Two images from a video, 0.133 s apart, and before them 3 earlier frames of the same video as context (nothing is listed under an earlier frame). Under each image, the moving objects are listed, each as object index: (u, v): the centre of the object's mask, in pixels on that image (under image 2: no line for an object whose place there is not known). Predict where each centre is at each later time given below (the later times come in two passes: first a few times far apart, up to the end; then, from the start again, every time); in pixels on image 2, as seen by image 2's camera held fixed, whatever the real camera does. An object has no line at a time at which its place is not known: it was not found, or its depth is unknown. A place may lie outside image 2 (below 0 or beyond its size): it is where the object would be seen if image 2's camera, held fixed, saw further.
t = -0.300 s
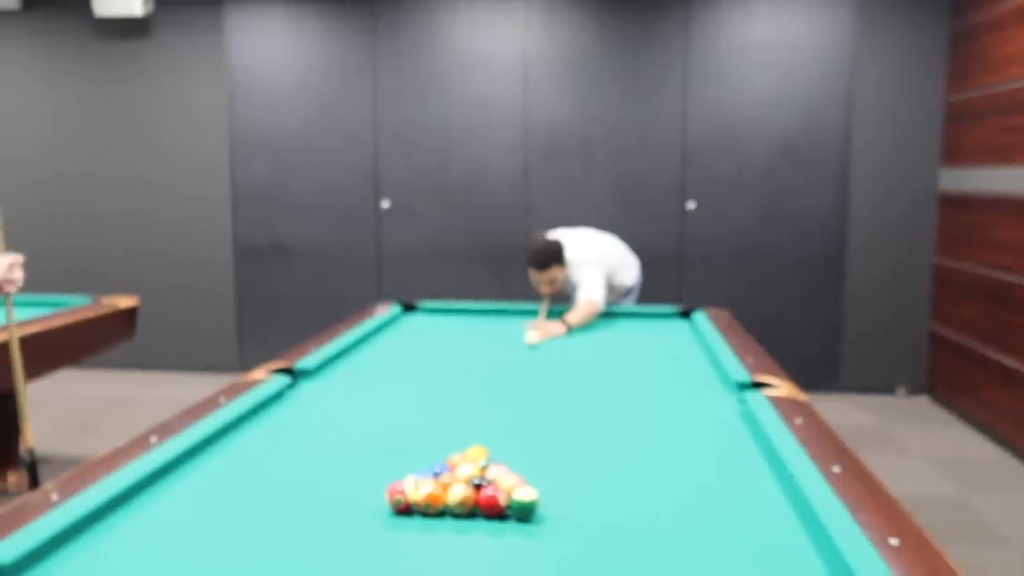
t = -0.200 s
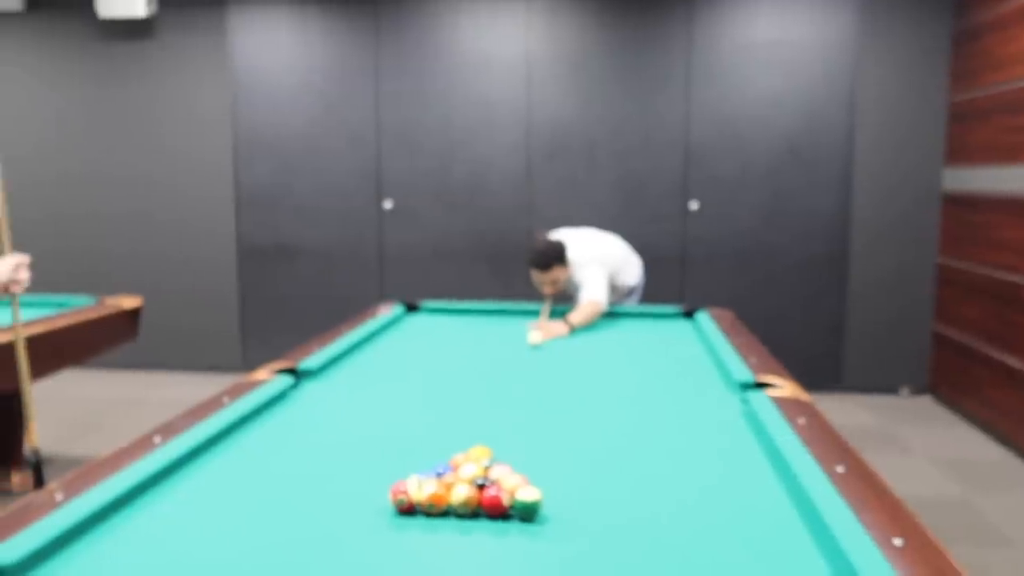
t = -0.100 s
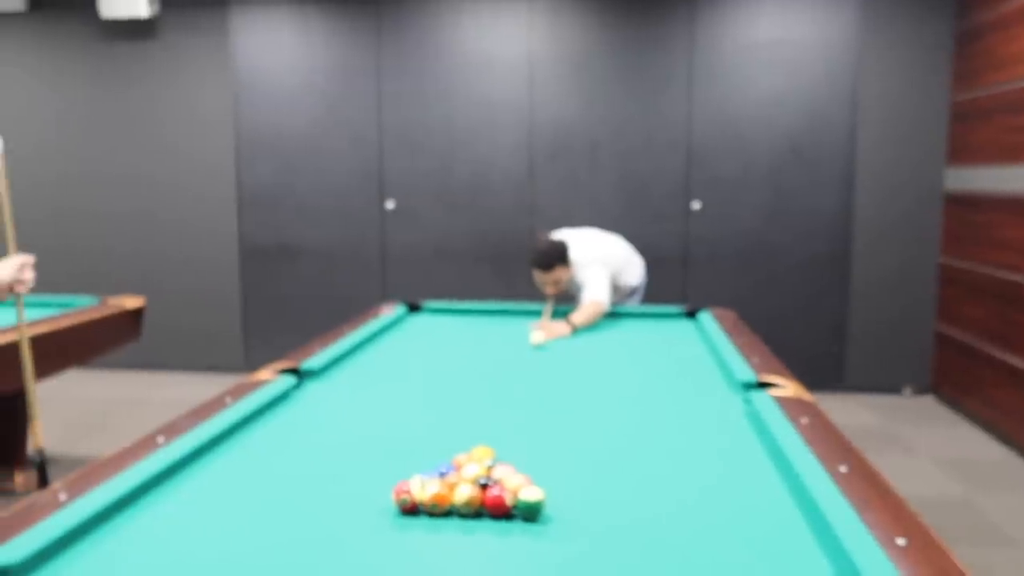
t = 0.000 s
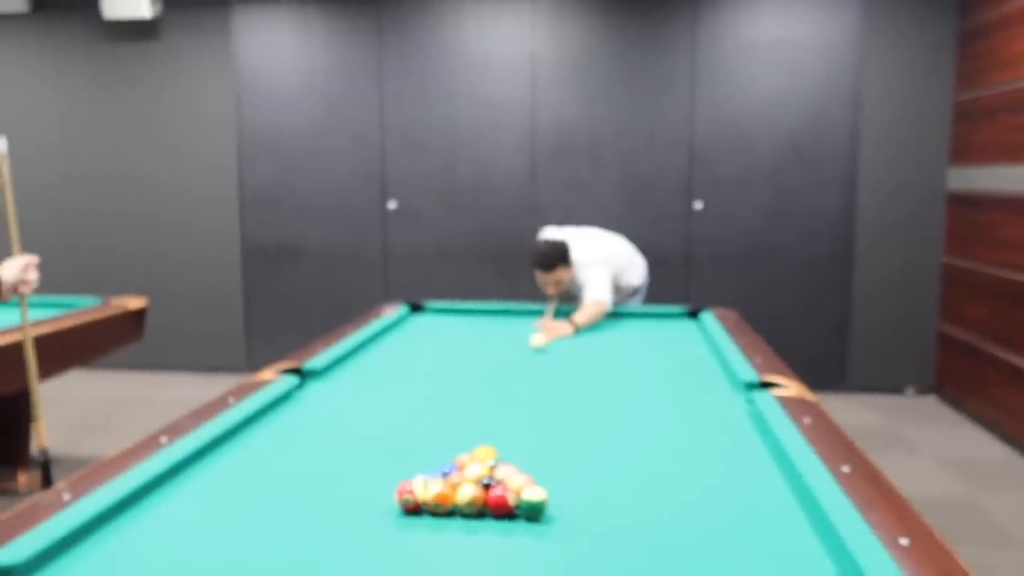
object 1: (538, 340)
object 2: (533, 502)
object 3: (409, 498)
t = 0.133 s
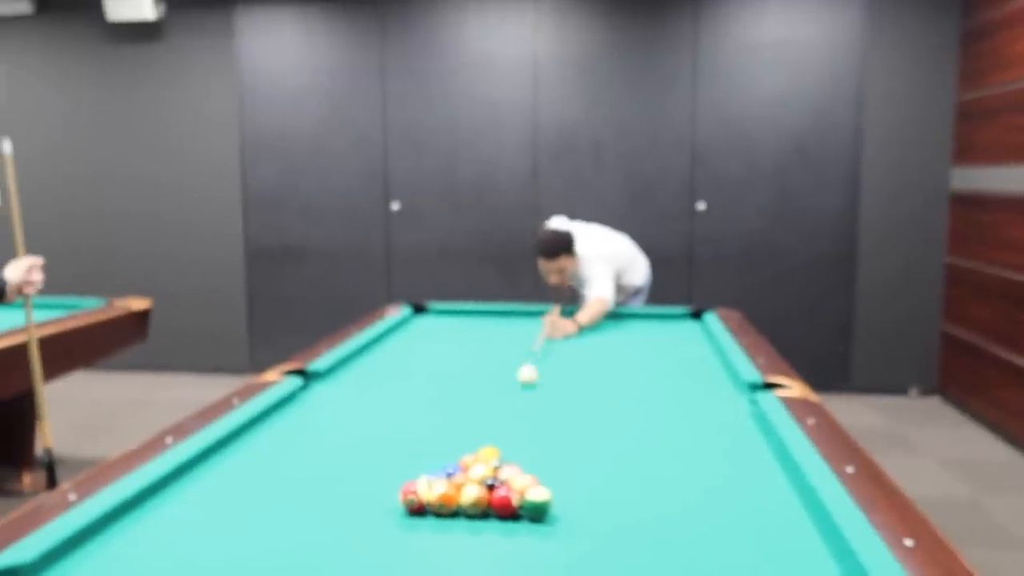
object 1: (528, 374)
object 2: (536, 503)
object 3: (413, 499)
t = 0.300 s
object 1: (505, 428)
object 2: (537, 503)
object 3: (413, 499)
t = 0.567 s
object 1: (529, 448)
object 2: (572, 507)
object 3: (308, 553)
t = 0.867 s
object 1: (569, 452)
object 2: (623, 513)
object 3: (214, 567)
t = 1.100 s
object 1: (599, 453)
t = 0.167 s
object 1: (523, 384)
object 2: (537, 503)
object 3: (413, 499)
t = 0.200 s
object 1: (519, 394)
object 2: (537, 503)
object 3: (413, 499)
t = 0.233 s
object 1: (515, 404)
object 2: (537, 503)
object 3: (413, 499)
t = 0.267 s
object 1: (510, 416)
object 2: (536, 502)
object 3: (413, 499)
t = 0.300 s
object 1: (505, 428)
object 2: (537, 503)
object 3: (413, 499)
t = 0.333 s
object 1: (501, 439)
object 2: (536, 503)
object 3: (413, 499)
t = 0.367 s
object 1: (500, 446)
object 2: (538, 503)
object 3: (408, 501)
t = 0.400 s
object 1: (507, 444)
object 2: (544, 503)
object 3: (393, 508)
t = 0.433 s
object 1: (511, 445)
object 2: (550, 504)
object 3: (375, 517)
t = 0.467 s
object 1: (516, 445)
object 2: (557, 505)
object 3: (358, 525)
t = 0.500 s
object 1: (521, 445)
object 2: (562, 506)
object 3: (341, 535)
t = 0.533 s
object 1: (525, 447)
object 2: (568, 507)
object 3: (324, 546)
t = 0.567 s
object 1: (529, 448)
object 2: (572, 507)
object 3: (308, 553)
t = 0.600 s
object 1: (533, 449)
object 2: (578, 508)
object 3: (291, 560)
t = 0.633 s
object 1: (538, 449)
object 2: (584, 508)
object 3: (273, 564)
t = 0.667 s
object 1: (543, 449)
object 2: (590, 508)
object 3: (255, 569)
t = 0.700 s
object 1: (546, 450)
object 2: (597, 509)
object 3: (235, 573)
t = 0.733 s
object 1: (551, 450)
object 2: (603, 510)
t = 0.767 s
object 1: (555, 451)
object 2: (608, 511)
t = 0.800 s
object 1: (560, 451)
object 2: (614, 512)
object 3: (215, 573)
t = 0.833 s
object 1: (565, 451)
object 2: (619, 513)
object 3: (215, 570)
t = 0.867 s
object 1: (569, 452)
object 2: (623, 513)
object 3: (214, 567)
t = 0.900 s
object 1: (573, 451)
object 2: (628, 513)
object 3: (213, 565)
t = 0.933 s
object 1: (578, 452)
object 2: (634, 514)
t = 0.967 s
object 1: (582, 452)
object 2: (640, 514)
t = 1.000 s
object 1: (586, 452)
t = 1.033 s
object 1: (591, 453)
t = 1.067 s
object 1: (595, 453)
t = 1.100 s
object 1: (599, 453)
